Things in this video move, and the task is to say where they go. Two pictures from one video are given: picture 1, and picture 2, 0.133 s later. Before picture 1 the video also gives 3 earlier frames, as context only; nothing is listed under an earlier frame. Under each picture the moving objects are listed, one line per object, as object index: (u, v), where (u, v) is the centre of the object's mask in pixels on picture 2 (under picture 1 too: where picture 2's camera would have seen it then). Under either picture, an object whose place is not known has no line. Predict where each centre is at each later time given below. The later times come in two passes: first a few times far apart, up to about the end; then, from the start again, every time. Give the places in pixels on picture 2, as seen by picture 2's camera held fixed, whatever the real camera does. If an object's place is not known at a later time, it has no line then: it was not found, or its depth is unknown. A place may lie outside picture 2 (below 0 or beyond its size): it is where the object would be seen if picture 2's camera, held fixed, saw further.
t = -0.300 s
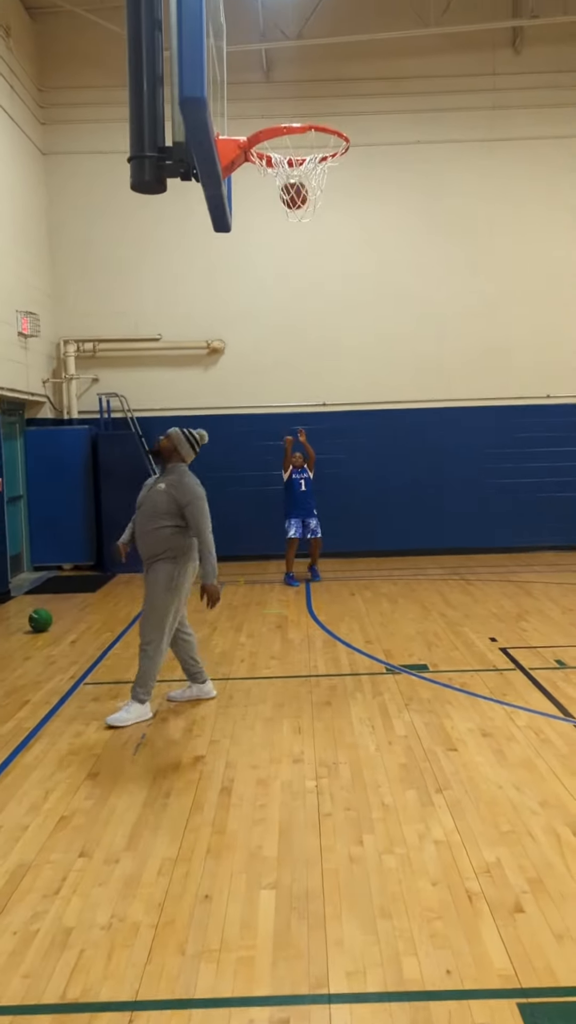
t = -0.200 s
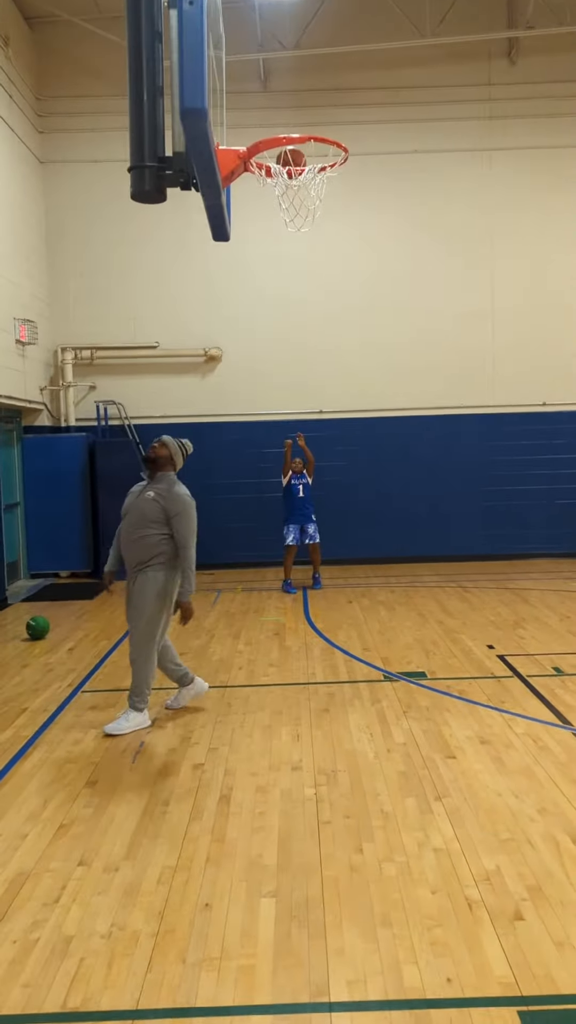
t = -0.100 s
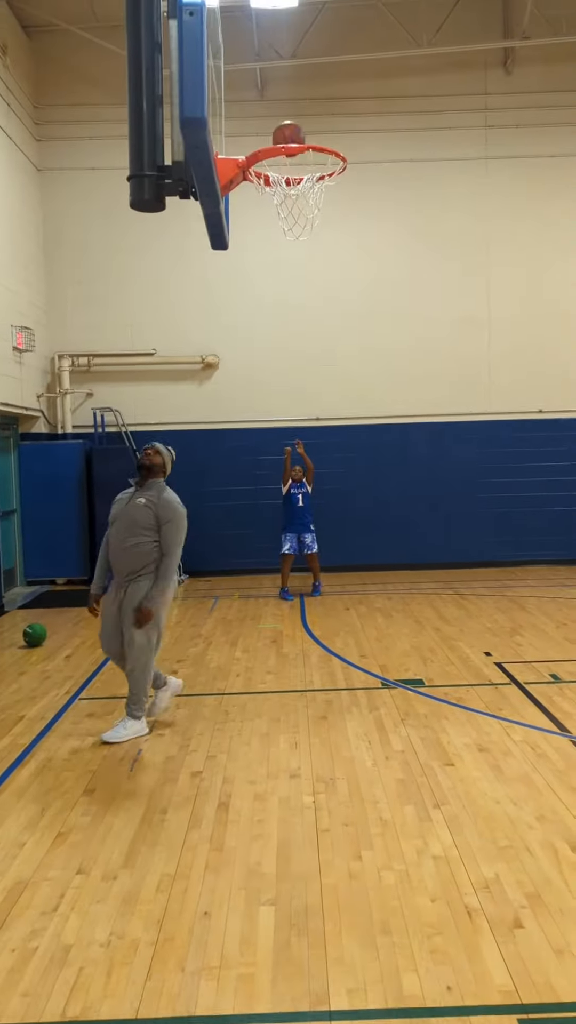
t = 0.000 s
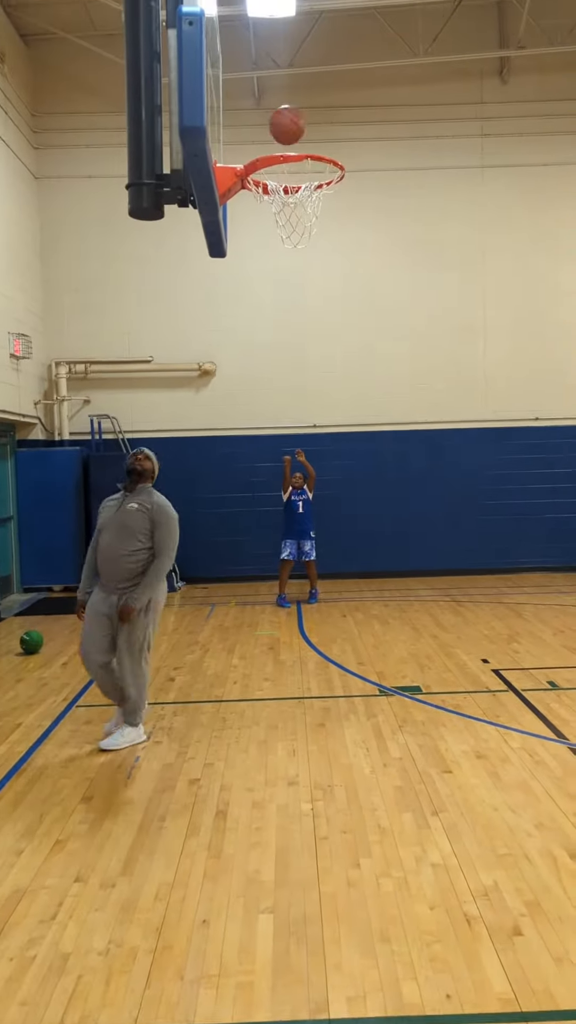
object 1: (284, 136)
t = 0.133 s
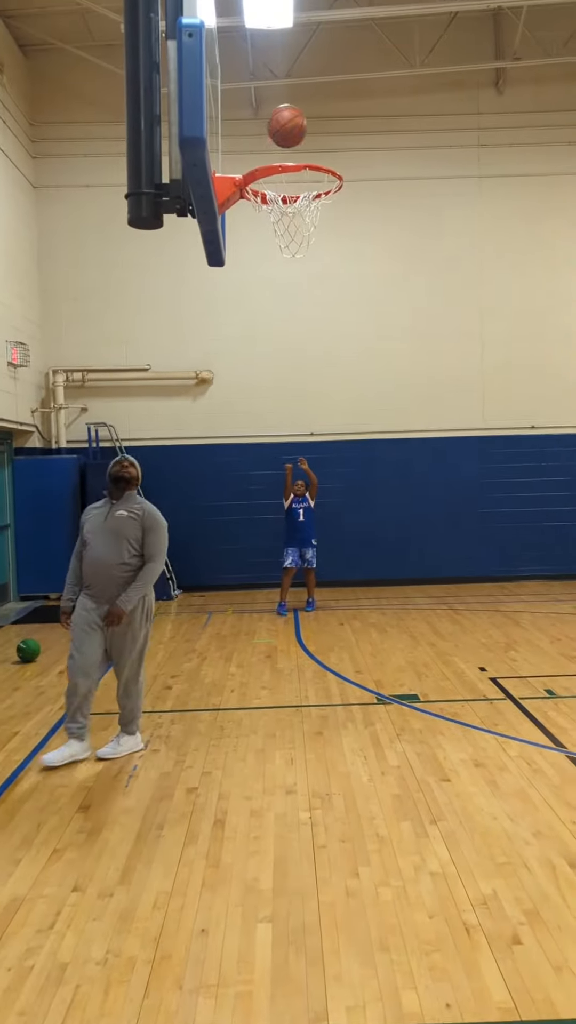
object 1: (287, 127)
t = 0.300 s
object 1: (295, 156)
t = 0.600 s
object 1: (279, 339)
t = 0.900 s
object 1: (267, 613)
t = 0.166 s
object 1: (288, 128)
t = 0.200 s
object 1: (289, 132)
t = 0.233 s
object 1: (290, 138)
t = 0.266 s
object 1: (292, 144)
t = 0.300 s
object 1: (295, 156)
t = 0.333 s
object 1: (297, 175)
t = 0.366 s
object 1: (295, 200)
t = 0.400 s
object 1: (292, 218)
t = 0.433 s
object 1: (290, 234)
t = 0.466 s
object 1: (287, 252)
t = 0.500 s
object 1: (285, 272)
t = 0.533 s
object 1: (283, 292)
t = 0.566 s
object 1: (281, 315)
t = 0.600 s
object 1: (279, 339)
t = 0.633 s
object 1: (277, 365)
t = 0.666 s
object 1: (275, 392)
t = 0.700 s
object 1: (274, 419)
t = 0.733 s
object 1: (273, 451)
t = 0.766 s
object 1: (271, 479)
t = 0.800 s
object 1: (270, 512)
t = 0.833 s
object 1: (269, 544)
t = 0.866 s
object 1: (268, 577)
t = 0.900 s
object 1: (267, 613)
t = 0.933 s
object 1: (266, 651)
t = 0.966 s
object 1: (266, 687)
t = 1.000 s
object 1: (265, 726)
